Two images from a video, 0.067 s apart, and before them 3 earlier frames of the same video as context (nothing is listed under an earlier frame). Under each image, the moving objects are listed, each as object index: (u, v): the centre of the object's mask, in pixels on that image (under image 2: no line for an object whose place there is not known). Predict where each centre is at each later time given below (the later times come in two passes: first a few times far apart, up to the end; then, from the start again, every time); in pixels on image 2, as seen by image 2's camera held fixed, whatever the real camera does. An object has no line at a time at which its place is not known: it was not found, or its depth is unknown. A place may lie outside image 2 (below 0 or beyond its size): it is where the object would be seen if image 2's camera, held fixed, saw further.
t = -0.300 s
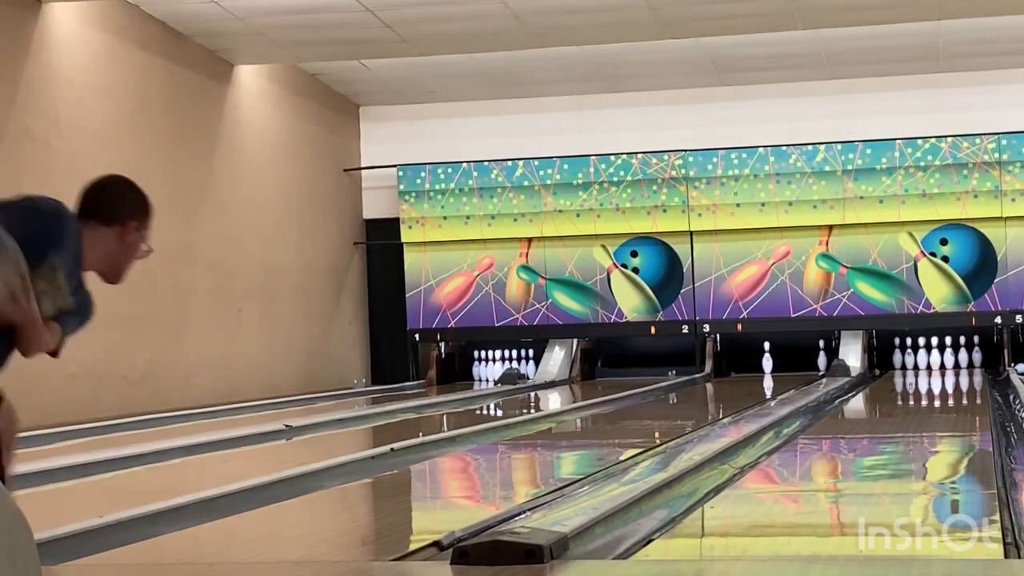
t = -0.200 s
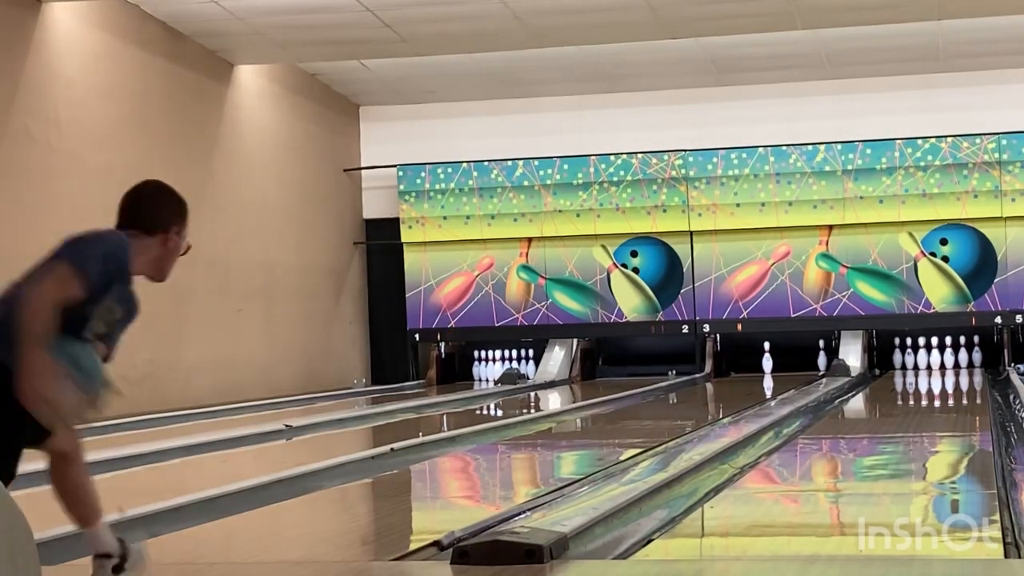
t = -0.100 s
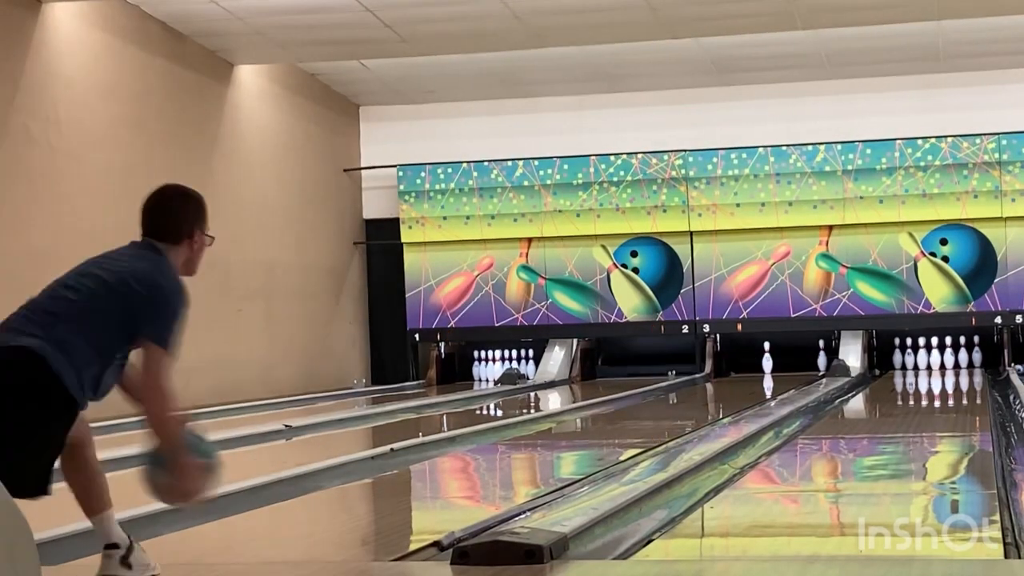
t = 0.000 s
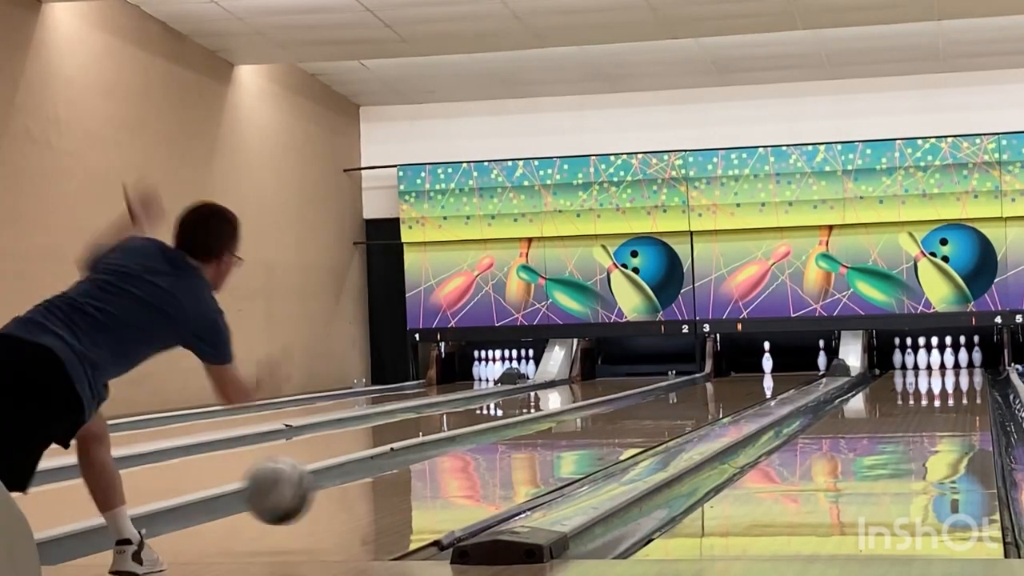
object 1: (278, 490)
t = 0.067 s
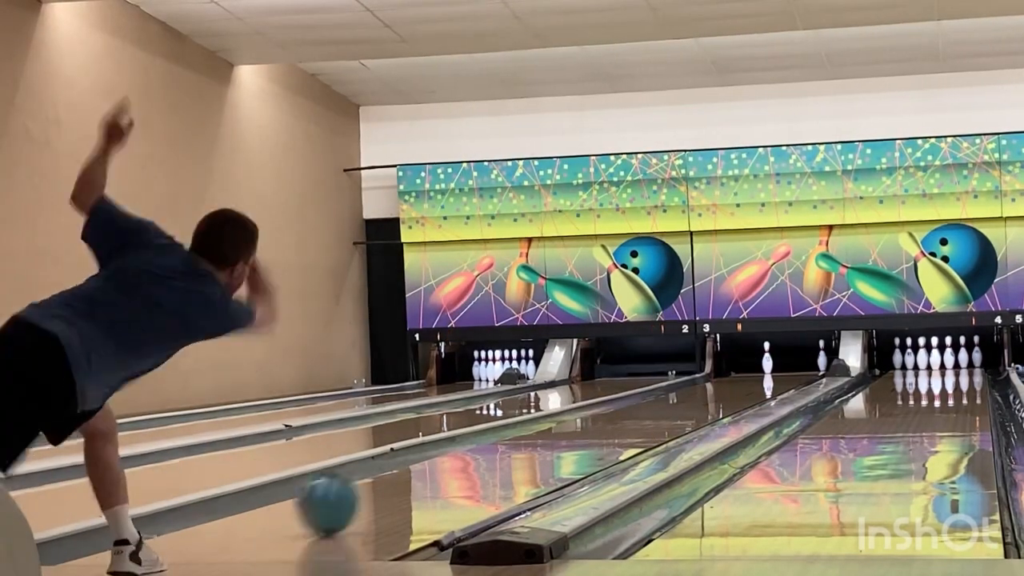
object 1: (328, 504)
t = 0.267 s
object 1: (437, 468)
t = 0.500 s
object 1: (525, 442)
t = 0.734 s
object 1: (587, 422)
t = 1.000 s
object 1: (636, 407)
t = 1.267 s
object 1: (674, 395)
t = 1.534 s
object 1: (703, 387)
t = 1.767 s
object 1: (722, 380)
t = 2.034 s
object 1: (739, 373)
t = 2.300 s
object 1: (750, 367)
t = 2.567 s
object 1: (749, 363)
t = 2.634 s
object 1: (743, 365)
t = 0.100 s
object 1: (350, 494)
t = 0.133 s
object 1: (370, 490)
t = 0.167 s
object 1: (389, 484)
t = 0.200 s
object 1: (406, 479)
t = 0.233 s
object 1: (425, 474)
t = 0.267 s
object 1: (437, 468)
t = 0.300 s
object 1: (454, 464)
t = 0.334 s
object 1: (468, 460)
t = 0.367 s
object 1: (480, 457)
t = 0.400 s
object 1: (492, 453)
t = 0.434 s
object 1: (503, 449)
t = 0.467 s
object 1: (516, 445)
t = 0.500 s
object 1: (525, 442)
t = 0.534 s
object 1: (536, 438)
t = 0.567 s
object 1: (545, 435)
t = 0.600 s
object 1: (555, 432)
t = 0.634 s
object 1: (563, 429)
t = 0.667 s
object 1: (570, 427)
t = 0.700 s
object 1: (579, 426)
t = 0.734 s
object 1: (587, 422)
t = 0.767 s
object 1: (594, 421)
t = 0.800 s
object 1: (601, 417)
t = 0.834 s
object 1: (607, 416)
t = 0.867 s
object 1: (613, 415)
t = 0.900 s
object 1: (621, 412)
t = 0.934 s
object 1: (626, 410)
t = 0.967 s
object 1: (631, 409)
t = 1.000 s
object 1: (636, 407)
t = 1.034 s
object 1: (641, 406)
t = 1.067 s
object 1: (648, 404)
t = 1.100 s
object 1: (652, 402)
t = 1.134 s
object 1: (657, 400)
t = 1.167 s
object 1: (662, 399)
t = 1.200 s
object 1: (665, 398)
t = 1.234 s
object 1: (670, 396)
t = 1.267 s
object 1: (674, 395)
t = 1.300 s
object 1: (678, 392)
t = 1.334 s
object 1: (680, 394)
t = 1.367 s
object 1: (686, 392)
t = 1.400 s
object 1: (690, 390)
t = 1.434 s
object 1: (693, 389)
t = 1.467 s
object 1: (695, 388)
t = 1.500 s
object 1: (699, 387)
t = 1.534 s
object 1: (703, 387)
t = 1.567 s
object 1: (706, 385)
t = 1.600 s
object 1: (709, 384)
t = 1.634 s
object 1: (711, 382)
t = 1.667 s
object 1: (714, 382)
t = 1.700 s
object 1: (717, 382)
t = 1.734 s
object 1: (720, 381)
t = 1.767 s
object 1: (722, 380)
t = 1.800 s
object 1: (724, 378)
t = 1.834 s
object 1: (727, 378)
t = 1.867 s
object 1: (729, 377)
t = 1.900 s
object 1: (731, 376)
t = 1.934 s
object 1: (734, 375)
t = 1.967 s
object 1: (735, 374)
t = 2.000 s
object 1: (737, 374)
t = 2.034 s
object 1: (739, 373)
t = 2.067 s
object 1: (741, 372)
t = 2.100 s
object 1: (742, 372)
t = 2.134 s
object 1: (744, 370)
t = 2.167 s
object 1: (746, 370)
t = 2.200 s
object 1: (747, 369)
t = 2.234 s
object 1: (749, 369)
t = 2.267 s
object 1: (750, 368)
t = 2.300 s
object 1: (750, 367)
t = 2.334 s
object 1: (752, 367)
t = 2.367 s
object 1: (752, 366)
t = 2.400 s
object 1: (754, 365)
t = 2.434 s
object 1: (754, 365)
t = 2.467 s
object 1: (754, 365)
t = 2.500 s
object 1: (752, 365)
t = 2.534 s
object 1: (751, 364)
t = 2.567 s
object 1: (749, 363)
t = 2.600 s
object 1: (745, 363)
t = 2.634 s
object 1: (743, 365)
